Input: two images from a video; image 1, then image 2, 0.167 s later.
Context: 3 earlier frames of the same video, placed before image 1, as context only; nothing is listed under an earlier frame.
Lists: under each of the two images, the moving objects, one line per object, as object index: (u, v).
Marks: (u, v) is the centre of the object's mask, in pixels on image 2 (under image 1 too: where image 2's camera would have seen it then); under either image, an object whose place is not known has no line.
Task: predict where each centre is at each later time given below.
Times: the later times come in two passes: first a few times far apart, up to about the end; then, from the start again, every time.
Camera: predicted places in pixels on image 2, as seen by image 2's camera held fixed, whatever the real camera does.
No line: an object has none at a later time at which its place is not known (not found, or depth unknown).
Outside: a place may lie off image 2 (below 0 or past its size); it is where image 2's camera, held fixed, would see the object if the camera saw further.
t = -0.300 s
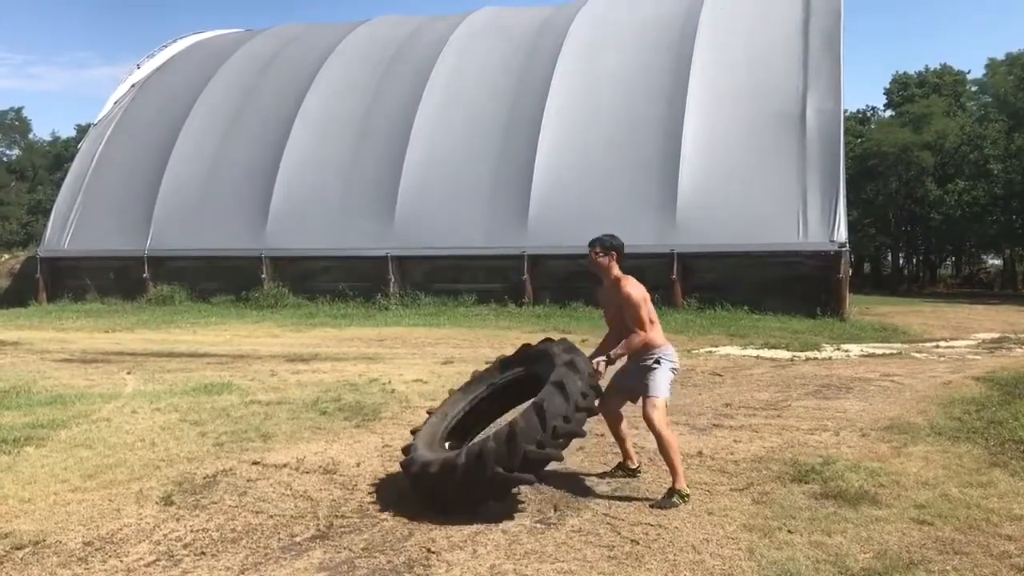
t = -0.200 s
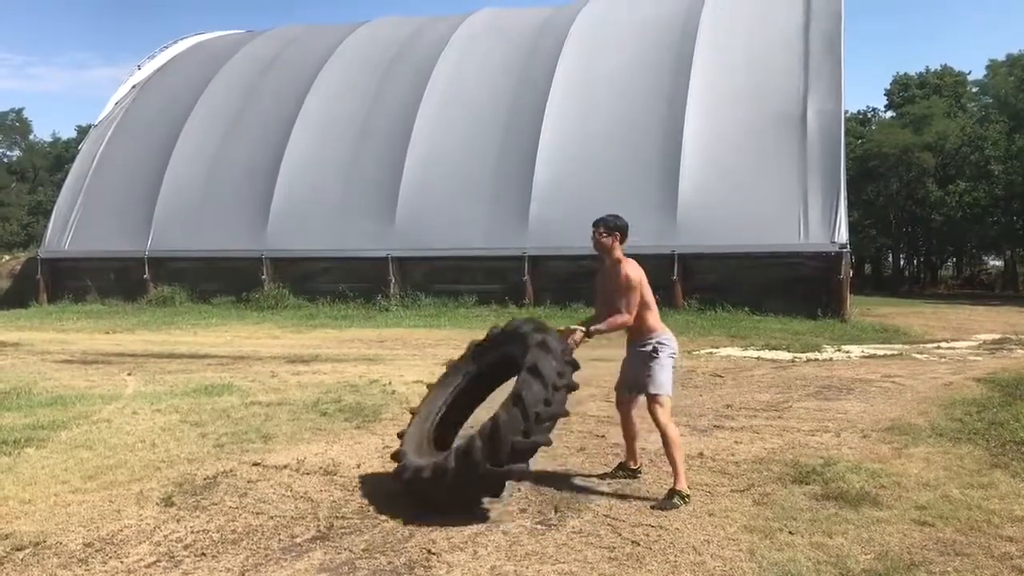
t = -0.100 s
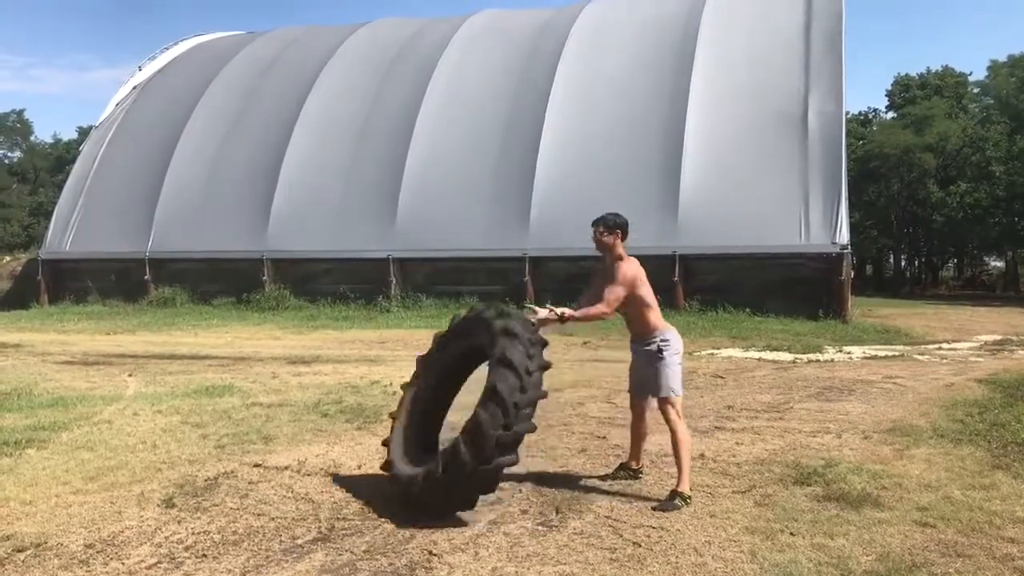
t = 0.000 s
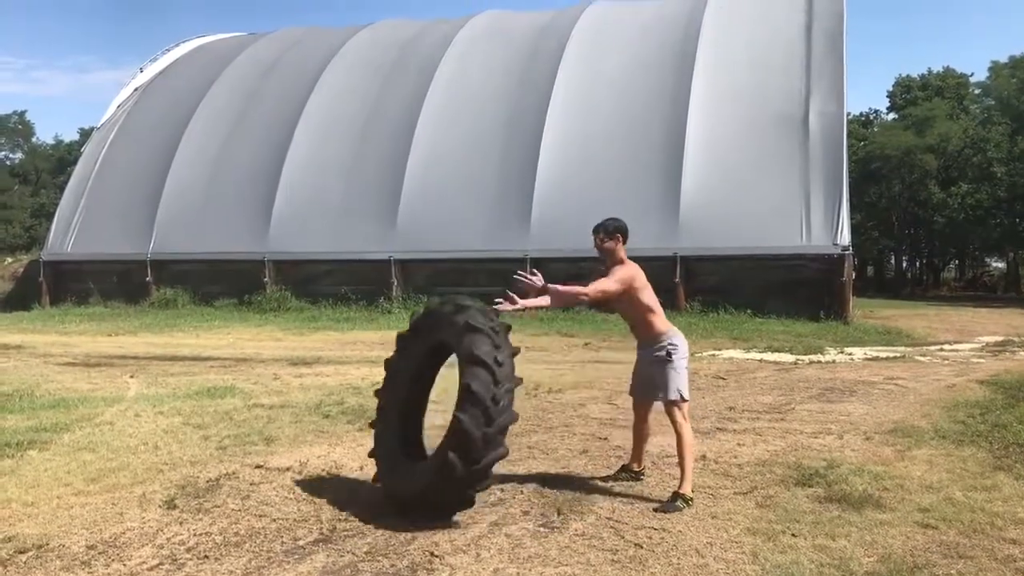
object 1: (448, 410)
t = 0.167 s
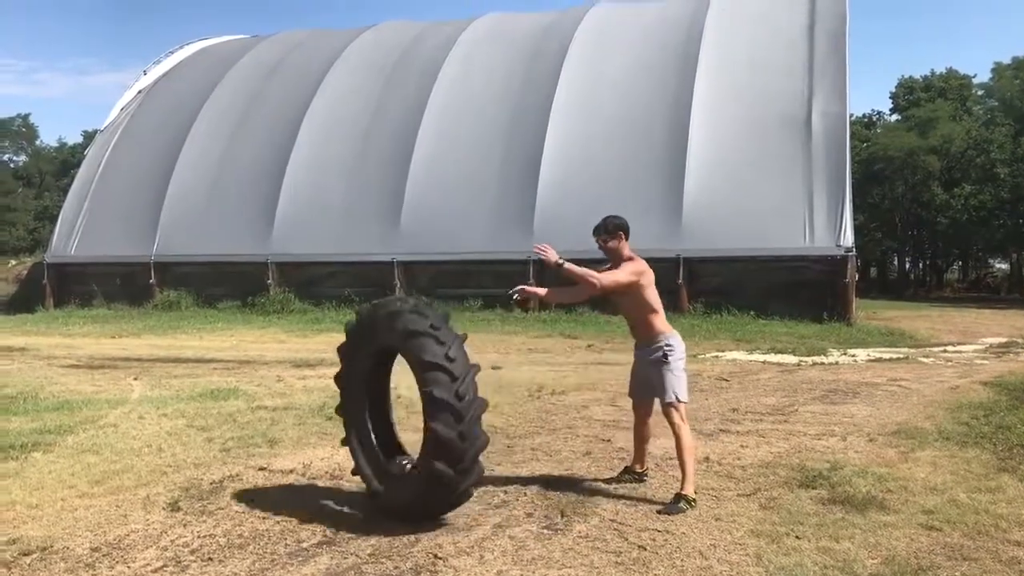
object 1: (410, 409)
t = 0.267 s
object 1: (387, 410)
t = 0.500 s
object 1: (326, 432)
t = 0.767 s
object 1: (266, 503)
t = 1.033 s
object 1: (270, 491)
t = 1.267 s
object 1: (270, 518)
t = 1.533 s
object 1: (276, 521)
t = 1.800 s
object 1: (272, 525)
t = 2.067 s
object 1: (272, 525)
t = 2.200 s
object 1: (271, 525)
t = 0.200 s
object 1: (403, 409)
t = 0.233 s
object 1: (395, 409)
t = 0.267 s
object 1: (387, 410)
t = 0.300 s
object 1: (379, 411)
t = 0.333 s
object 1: (370, 412)
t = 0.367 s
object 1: (362, 416)
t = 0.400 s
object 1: (353, 418)
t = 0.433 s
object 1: (344, 422)
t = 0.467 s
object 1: (335, 426)
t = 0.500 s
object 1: (326, 432)
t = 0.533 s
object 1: (316, 438)
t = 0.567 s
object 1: (307, 447)
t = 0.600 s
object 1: (297, 456)
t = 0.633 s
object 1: (288, 467)
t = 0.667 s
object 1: (278, 482)
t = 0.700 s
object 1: (274, 504)
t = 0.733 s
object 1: (269, 505)
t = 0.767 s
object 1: (266, 503)
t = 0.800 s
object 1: (265, 498)
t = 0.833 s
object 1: (264, 495)
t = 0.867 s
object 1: (265, 491)
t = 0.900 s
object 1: (266, 489)
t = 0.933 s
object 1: (268, 488)
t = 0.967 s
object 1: (268, 488)
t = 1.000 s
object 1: (269, 489)
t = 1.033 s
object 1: (270, 491)
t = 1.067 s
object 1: (270, 493)
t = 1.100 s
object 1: (270, 496)
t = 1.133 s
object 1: (269, 501)
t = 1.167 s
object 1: (271, 507)
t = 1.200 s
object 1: (271, 517)
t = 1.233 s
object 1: (271, 519)
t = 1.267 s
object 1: (270, 518)
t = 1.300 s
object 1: (269, 517)
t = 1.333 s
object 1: (269, 515)
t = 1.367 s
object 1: (268, 516)
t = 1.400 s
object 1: (269, 517)
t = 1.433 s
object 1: (271, 517)
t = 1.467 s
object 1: (274, 517)
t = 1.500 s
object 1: (275, 519)
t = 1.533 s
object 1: (276, 521)
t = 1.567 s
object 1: (273, 523)
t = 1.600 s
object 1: (272, 524)
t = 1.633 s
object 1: (272, 524)
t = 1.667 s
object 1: (272, 525)
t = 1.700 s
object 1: (272, 525)
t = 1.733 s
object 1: (274, 523)
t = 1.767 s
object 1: (273, 524)
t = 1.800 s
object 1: (272, 525)
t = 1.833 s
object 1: (272, 525)
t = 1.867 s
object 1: (272, 525)
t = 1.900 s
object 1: (272, 525)
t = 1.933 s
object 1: (272, 525)
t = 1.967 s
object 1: (272, 525)
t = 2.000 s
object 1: (272, 525)
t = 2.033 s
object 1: (272, 525)
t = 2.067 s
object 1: (272, 525)
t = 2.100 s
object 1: (272, 525)
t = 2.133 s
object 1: (272, 525)
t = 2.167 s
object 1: (271, 525)
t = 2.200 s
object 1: (271, 525)
